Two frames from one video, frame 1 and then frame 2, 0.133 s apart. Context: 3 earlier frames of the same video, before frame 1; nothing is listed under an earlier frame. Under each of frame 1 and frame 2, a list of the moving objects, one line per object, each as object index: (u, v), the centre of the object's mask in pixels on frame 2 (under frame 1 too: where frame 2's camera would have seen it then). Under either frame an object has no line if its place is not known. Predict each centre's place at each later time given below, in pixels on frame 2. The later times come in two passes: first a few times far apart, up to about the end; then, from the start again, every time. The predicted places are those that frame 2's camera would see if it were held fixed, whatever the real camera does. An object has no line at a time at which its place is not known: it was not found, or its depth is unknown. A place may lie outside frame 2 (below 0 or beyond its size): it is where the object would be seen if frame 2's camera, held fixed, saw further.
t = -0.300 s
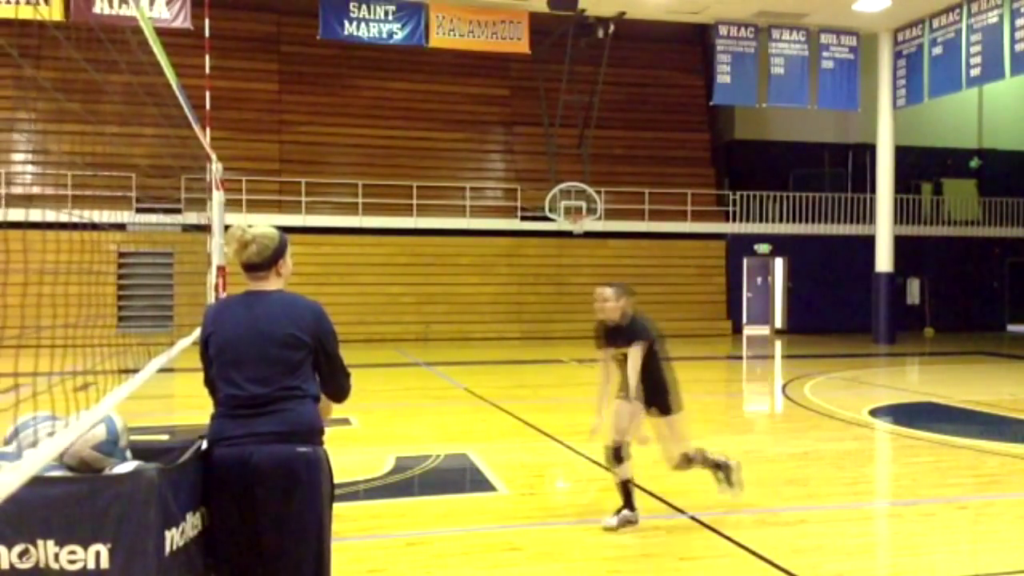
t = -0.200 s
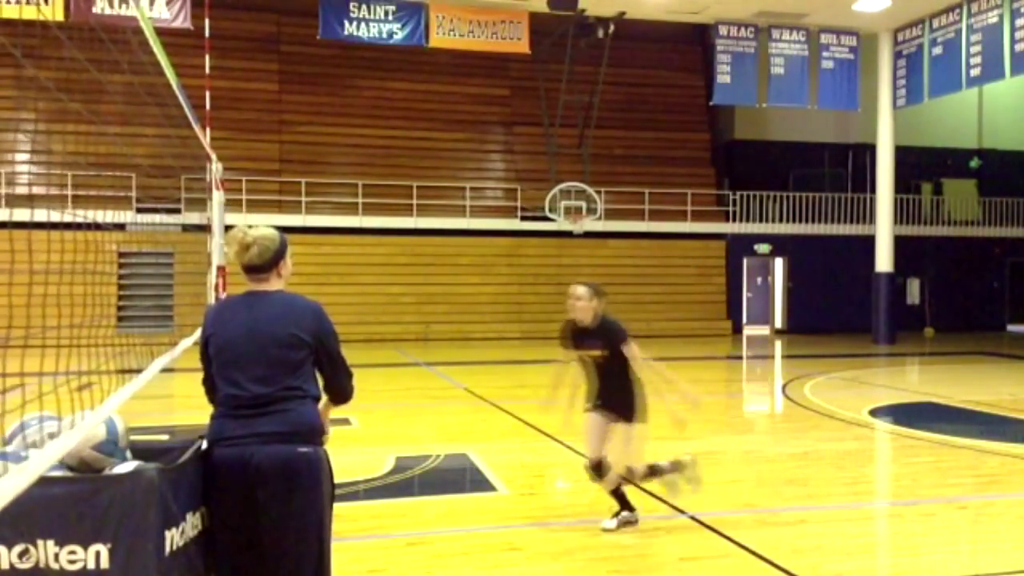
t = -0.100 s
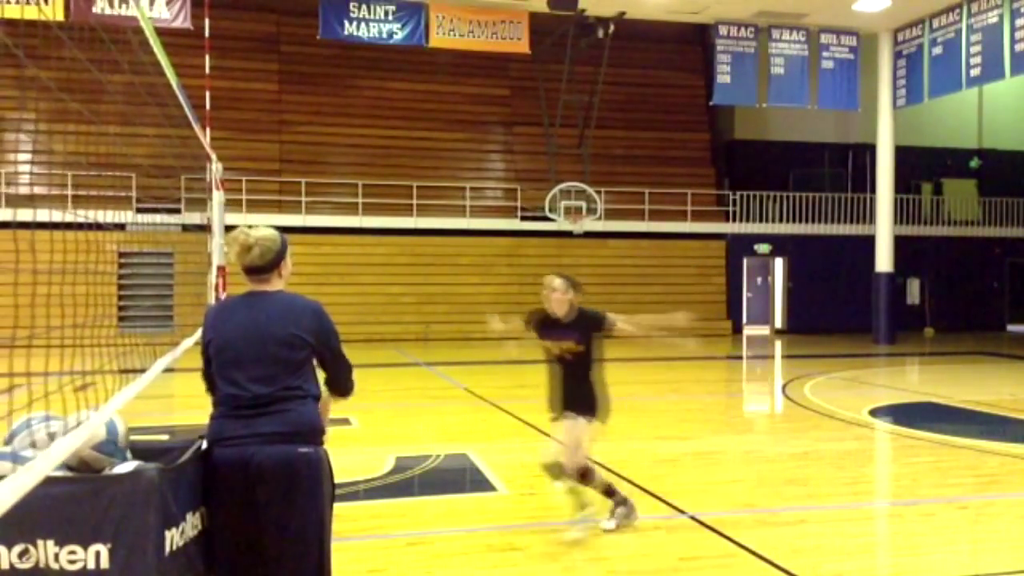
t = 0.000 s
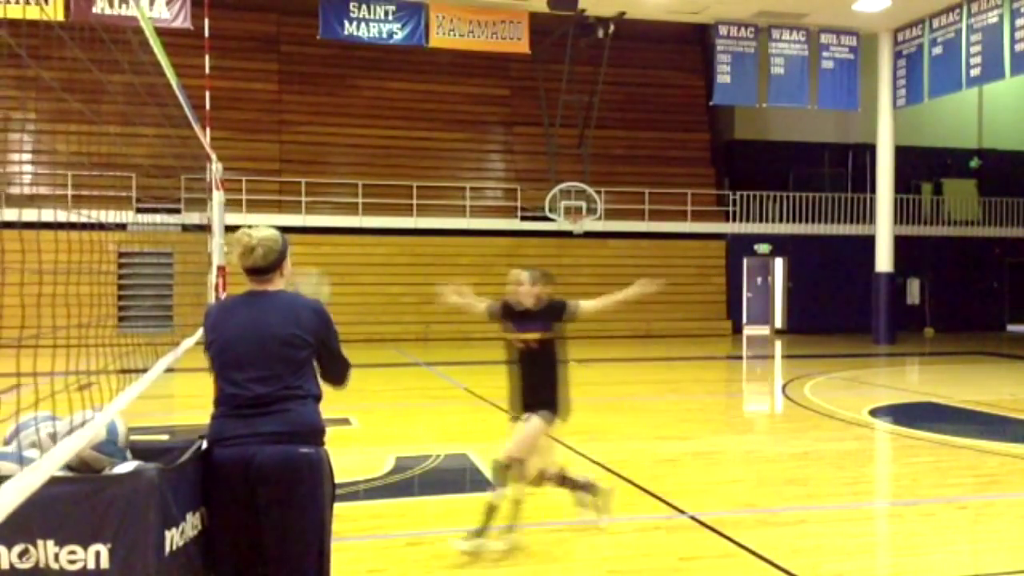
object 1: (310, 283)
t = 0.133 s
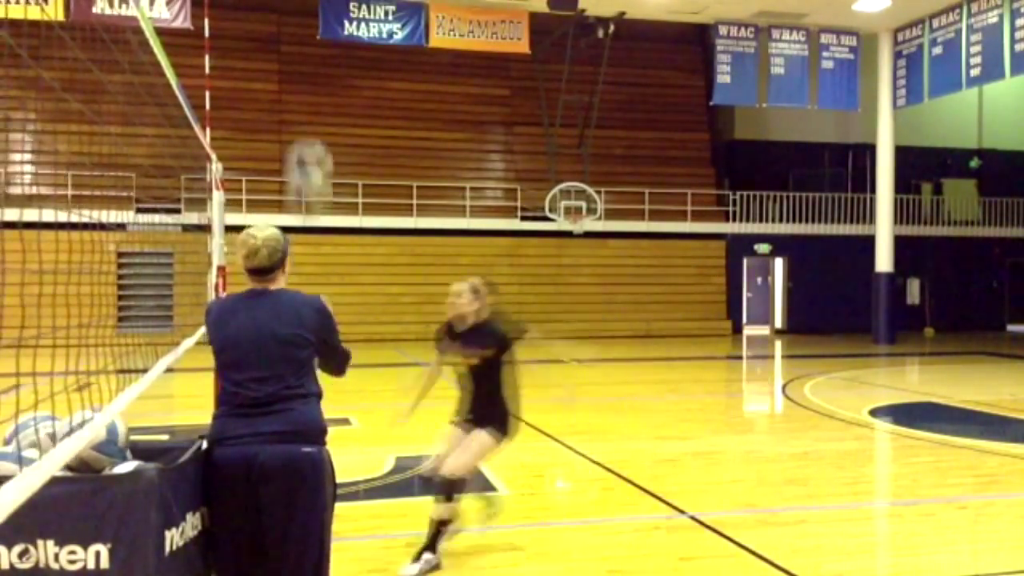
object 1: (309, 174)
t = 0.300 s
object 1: (309, 72)
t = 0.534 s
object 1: (311, 29)
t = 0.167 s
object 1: (308, 148)
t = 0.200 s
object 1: (308, 127)
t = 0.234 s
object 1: (309, 106)
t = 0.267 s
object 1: (309, 88)
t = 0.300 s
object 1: (309, 72)
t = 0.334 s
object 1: (309, 59)
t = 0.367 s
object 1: (310, 47)
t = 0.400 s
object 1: (310, 39)
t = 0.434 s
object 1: (310, 32)
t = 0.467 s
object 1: (311, 29)
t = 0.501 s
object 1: (311, 28)
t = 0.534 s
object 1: (311, 29)
